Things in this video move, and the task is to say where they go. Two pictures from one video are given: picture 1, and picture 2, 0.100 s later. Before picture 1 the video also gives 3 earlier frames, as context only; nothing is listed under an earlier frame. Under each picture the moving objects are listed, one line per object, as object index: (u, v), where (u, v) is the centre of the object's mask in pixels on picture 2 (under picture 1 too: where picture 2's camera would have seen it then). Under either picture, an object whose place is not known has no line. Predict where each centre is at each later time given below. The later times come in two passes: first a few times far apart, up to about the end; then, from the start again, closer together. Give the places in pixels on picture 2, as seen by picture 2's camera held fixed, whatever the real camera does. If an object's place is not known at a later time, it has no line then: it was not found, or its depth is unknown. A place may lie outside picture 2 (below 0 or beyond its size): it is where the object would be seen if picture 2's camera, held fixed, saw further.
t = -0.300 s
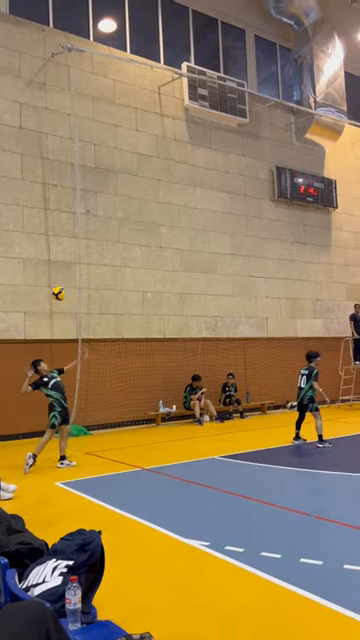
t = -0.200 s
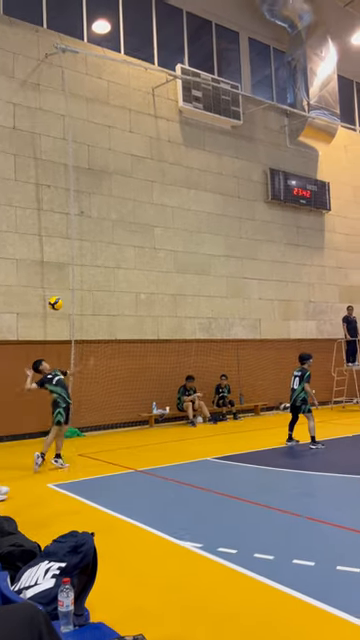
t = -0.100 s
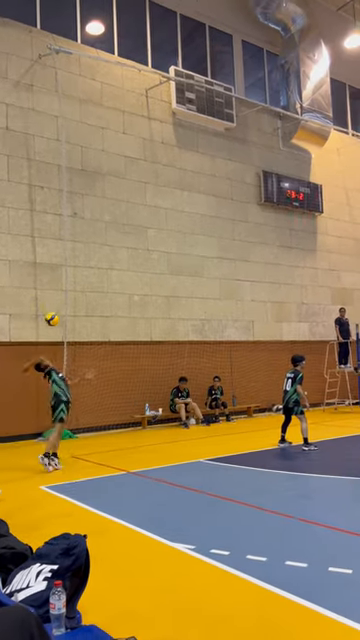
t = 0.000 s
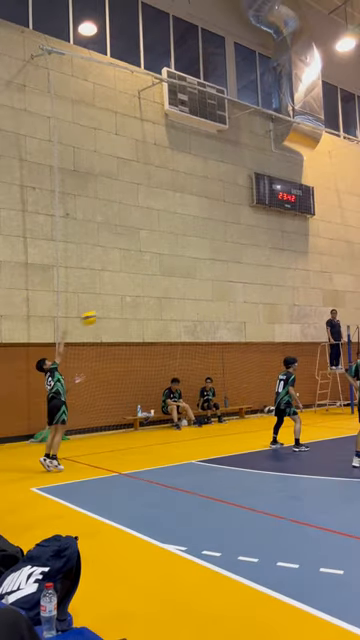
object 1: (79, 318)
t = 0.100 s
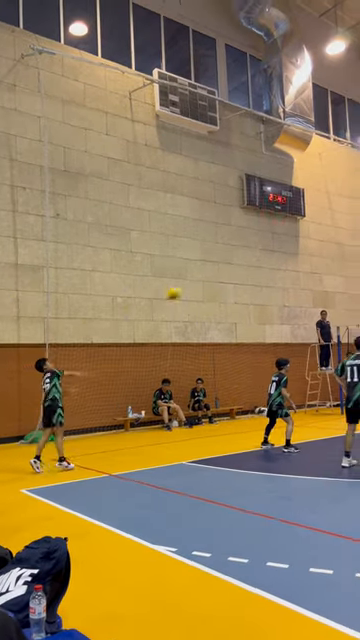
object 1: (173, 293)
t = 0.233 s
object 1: (280, 271)
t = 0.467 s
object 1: (435, 258)
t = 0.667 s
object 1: (538, 270)
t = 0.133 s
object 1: (201, 286)
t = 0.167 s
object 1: (227, 281)
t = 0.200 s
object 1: (254, 275)
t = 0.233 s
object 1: (280, 271)
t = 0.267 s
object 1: (305, 267)
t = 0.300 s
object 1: (328, 263)
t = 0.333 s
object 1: (351, 261)
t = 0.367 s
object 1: (373, 259)
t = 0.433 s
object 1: (415, 257)
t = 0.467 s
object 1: (435, 258)
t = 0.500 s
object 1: (453, 258)
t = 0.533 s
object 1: (471, 260)
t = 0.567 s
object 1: (488, 261)
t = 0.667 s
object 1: (538, 270)
